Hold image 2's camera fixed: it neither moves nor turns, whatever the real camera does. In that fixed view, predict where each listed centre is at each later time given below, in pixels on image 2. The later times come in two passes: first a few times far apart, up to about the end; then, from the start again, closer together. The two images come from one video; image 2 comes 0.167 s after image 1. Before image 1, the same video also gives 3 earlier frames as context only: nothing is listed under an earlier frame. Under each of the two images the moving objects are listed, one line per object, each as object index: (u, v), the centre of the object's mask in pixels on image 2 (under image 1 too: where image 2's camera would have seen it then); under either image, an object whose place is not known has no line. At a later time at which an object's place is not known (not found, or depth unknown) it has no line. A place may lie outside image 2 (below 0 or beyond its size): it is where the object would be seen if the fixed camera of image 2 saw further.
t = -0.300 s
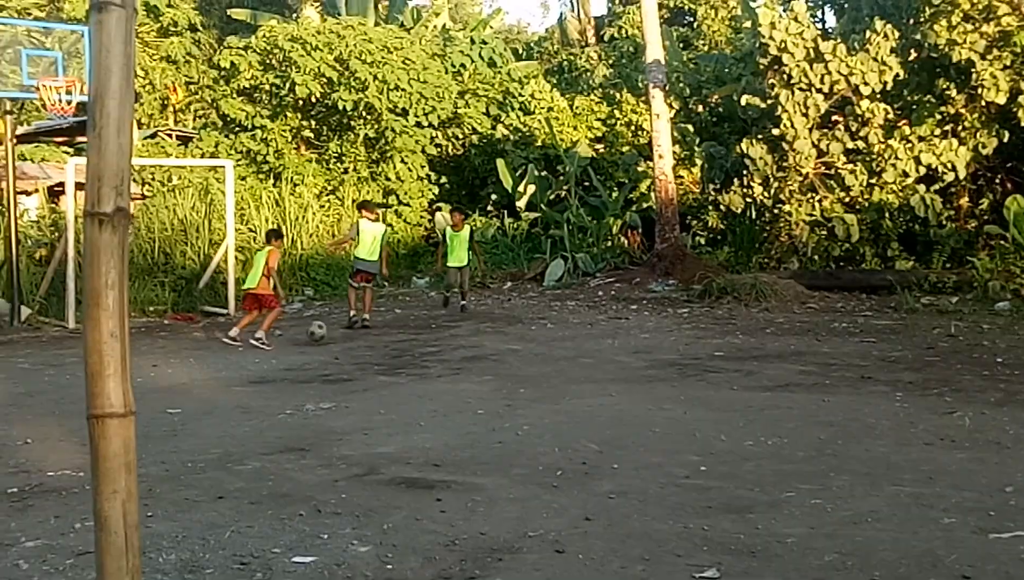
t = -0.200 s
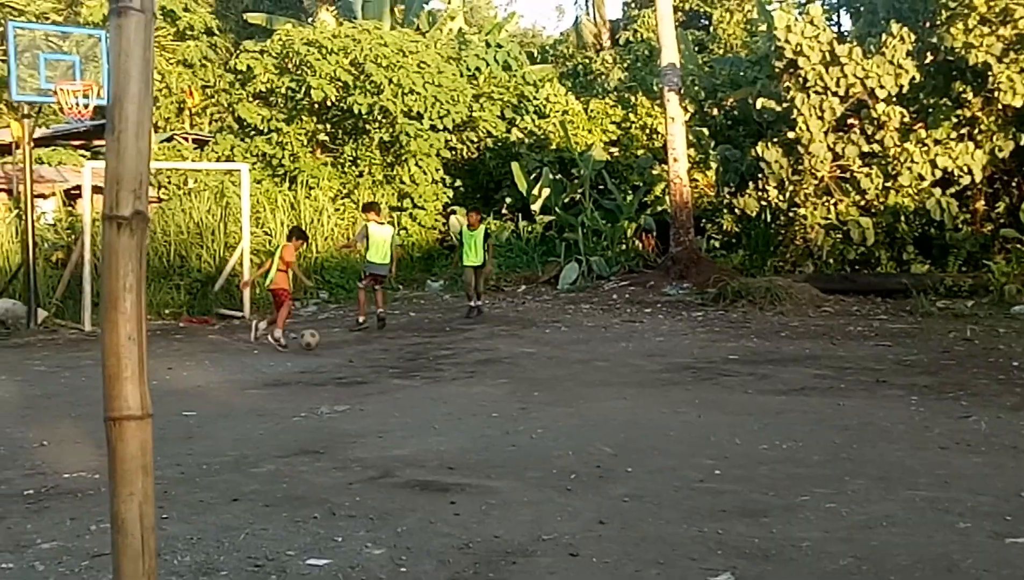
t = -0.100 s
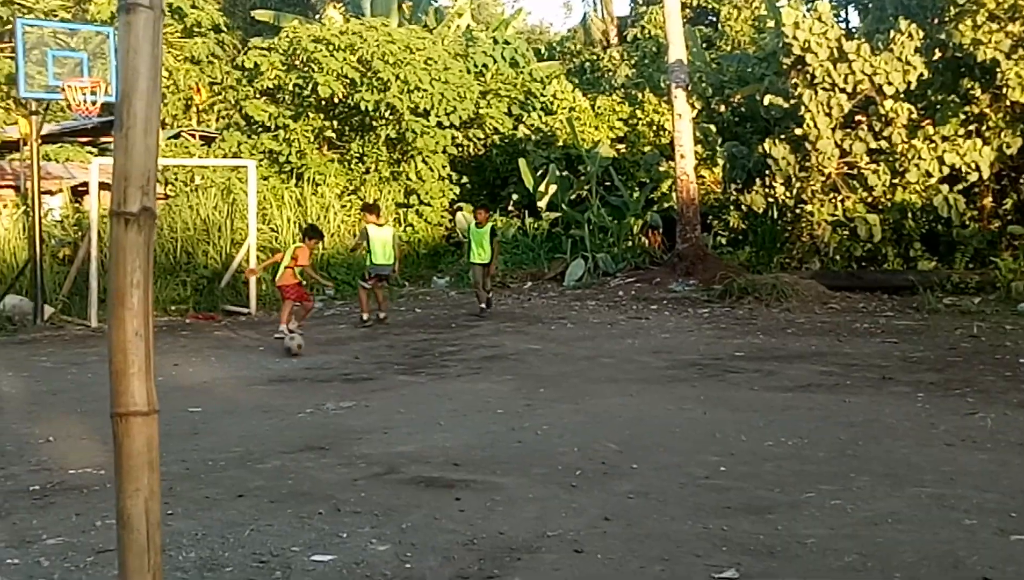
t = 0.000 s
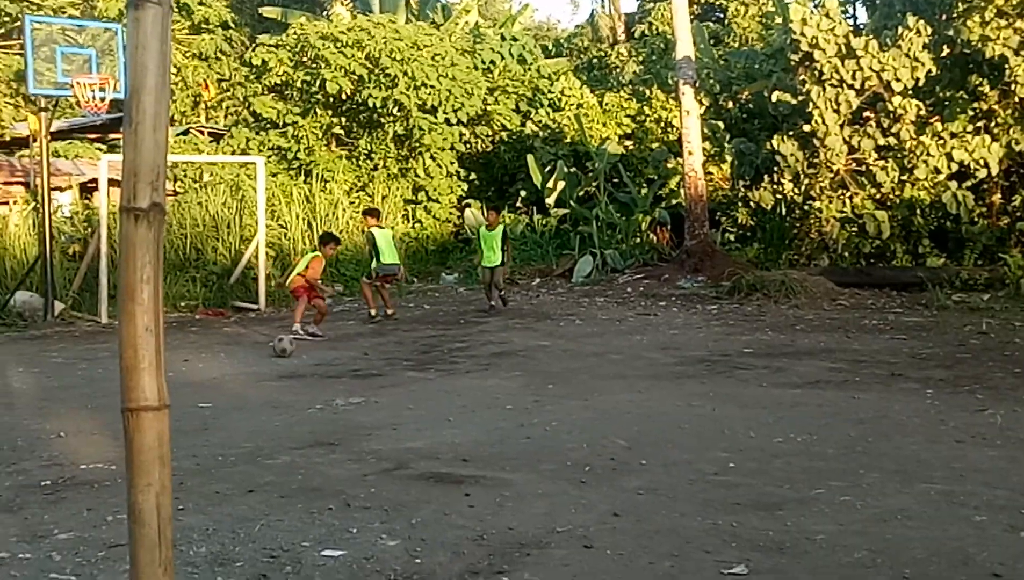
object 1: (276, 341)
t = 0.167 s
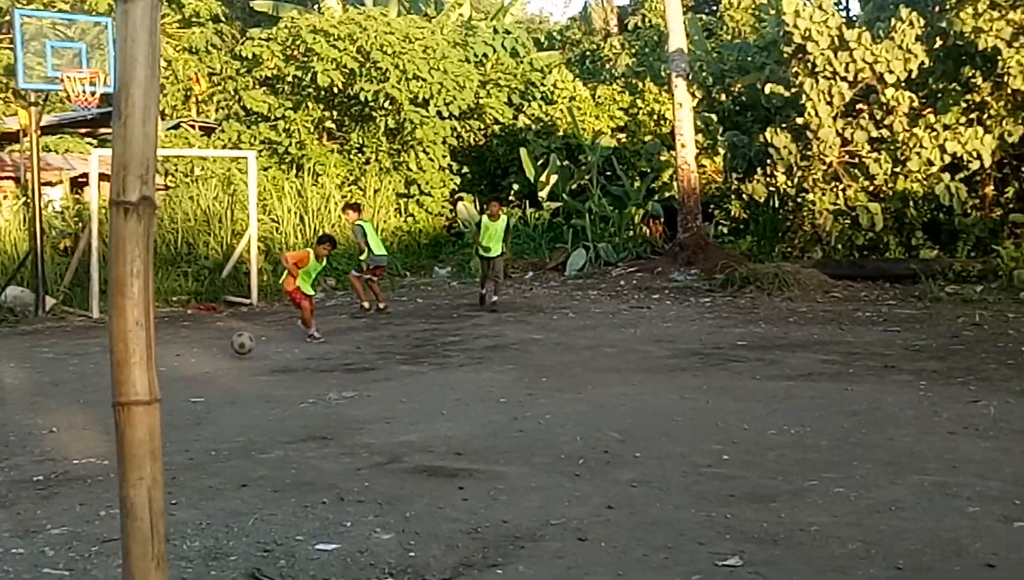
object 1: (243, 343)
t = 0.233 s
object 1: (228, 346)
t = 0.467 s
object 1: (182, 363)
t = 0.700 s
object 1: (128, 366)
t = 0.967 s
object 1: (61, 382)
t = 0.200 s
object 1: (236, 344)
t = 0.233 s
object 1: (228, 346)
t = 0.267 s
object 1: (221, 349)
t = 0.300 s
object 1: (214, 354)
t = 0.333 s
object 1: (208, 357)
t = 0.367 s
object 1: (201, 357)
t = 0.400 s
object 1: (194, 357)
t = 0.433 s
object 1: (188, 360)
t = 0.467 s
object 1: (182, 363)
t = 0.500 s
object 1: (179, 362)
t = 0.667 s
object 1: (133, 370)
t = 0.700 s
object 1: (128, 366)
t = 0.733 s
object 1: (120, 363)
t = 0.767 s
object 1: (112, 362)
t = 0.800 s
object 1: (104, 361)
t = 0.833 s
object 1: (95, 363)
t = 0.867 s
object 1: (87, 365)
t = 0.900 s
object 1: (80, 369)
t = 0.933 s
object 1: (71, 375)
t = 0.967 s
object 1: (61, 382)
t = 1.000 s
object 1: (52, 390)
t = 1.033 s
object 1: (44, 388)
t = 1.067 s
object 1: (37, 384)
